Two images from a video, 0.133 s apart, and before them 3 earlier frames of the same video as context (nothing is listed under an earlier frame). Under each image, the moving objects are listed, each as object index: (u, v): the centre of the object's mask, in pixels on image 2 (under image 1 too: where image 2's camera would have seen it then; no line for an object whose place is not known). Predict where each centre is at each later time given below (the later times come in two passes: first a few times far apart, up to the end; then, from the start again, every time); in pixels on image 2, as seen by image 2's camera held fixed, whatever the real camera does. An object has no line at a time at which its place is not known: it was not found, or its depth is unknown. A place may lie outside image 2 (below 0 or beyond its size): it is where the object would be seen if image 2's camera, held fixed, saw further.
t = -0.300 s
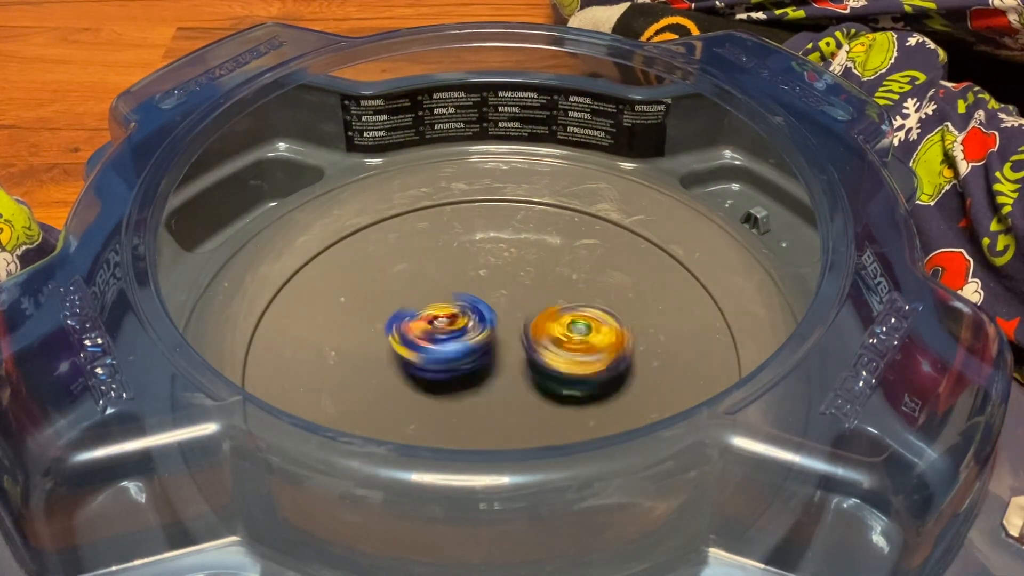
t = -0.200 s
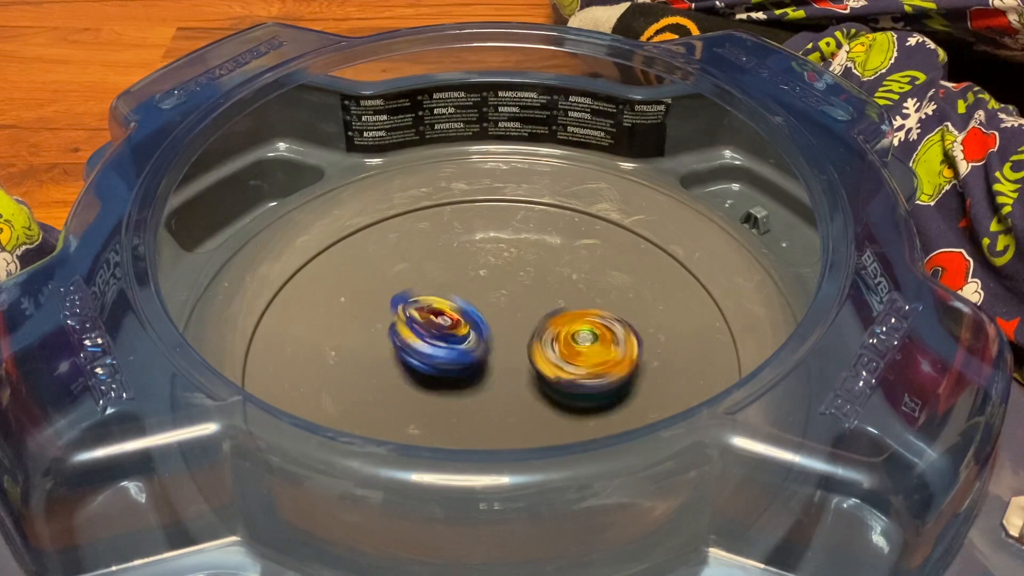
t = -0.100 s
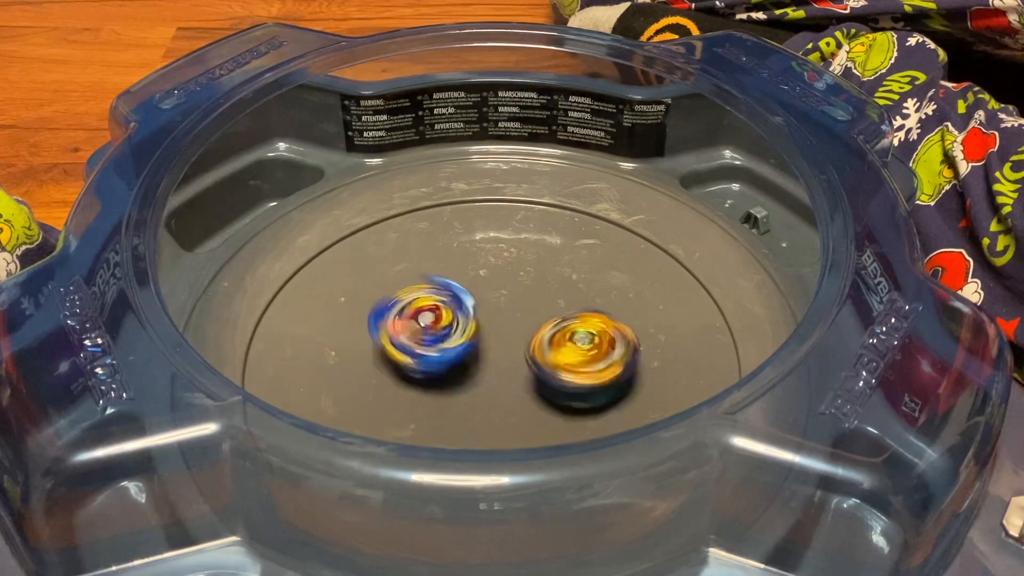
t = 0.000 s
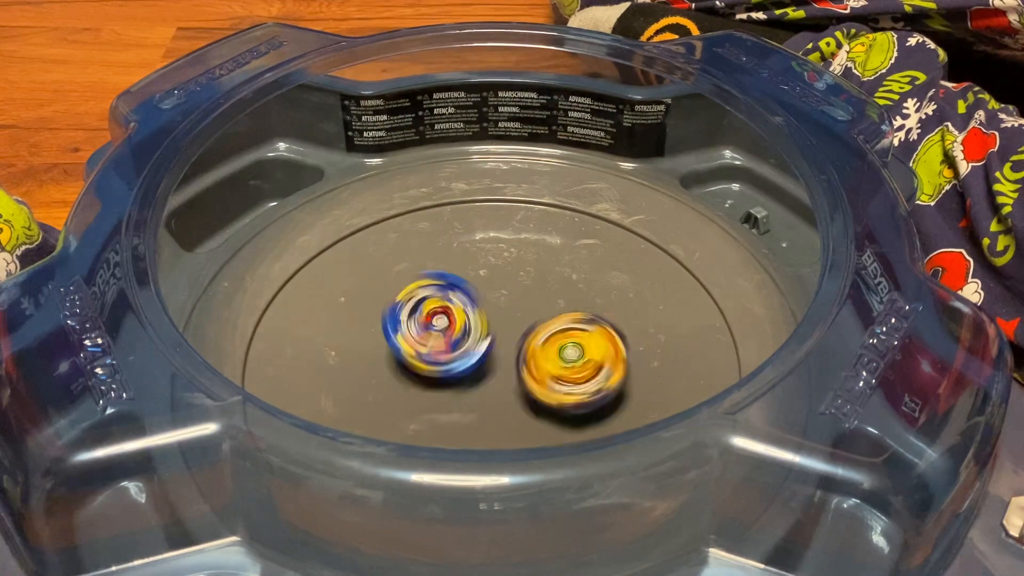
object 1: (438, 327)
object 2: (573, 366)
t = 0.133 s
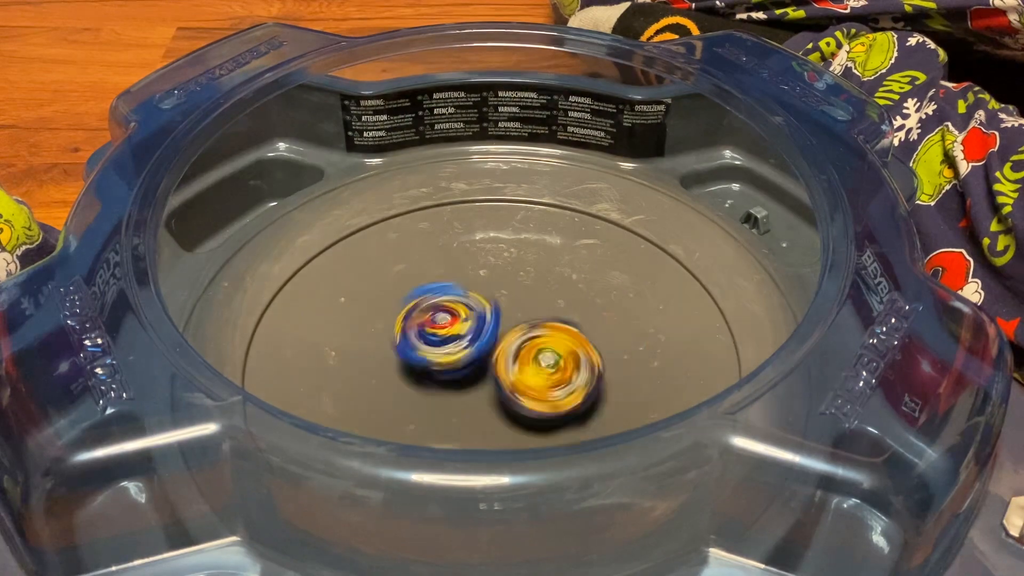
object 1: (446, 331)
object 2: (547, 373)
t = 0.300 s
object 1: (442, 334)
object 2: (536, 396)
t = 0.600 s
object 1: (452, 325)
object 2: (526, 390)
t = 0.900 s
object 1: (479, 312)
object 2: (527, 391)
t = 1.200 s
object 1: (481, 323)
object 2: (524, 405)
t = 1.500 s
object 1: (499, 310)
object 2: (512, 391)
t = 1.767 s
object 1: (499, 312)
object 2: (503, 393)
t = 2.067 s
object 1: (499, 312)
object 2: (502, 394)
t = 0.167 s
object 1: (445, 332)
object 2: (545, 378)
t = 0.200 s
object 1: (445, 332)
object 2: (545, 389)
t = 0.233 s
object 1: (446, 331)
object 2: (541, 391)
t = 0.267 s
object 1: (446, 333)
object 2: (538, 394)
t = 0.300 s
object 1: (442, 334)
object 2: (536, 396)
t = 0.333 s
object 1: (438, 333)
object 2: (534, 398)
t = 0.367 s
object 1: (436, 331)
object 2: (532, 398)
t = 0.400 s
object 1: (441, 332)
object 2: (530, 398)
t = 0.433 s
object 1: (446, 333)
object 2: (525, 398)
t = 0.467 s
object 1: (442, 329)
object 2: (524, 397)
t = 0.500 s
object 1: (441, 322)
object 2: (527, 395)
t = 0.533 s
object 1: (445, 321)
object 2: (529, 394)
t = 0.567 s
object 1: (448, 321)
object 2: (527, 392)
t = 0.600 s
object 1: (452, 325)
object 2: (526, 390)
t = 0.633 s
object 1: (449, 325)
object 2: (524, 390)
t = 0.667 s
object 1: (450, 318)
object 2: (526, 393)
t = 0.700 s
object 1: (454, 314)
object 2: (530, 394)
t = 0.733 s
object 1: (463, 313)
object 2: (534, 395)
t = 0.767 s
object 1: (470, 316)
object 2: (533, 397)
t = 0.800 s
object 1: (476, 316)
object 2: (530, 396)
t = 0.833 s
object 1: (478, 314)
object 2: (525, 393)
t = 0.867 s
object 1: (479, 310)
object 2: (525, 390)
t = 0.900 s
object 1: (479, 312)
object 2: (527, 391)
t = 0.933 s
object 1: (480, 312)
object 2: (528, 392)
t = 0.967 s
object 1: (481, 314)
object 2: (528, 394)
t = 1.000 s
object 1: (481, 315)
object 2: (527, 394)
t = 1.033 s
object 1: (483, 314)
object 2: (527, 395)
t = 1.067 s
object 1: (483, 313)
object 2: (530, 398)
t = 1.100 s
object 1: (480, 317)
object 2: (532, 401)
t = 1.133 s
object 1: (479, 318)
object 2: (531, 405)
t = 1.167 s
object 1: (480, 320)
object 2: (528, 405)
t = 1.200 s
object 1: (481, 323)
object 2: (524, 405)
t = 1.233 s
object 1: (484, 322)
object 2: (520, 403)
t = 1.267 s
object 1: (488, 320)
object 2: (518, 399)
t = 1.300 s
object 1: (490, 316)
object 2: (516, 395)
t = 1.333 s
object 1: (491, 314)
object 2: (517, 393)
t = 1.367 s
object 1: (493, 313)
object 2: (519, 393)
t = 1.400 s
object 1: (494, 313)
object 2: (517, 392)
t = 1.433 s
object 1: (495, 312)
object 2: (515, 391)
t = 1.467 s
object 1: (497, 311)
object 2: (513, 392)
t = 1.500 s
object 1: (499, 310)
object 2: (512, 391)
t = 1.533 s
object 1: (499, 311)
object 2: (510, 391)
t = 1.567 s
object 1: (499, 310)
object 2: (508, 391)
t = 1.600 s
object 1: (498, 311)
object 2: (506, 391)
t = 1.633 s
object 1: (499, 311)
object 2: (504, 392)
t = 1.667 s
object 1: (499, 311)
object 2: (504, 393)
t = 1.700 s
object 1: (499, 311)
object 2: (503, 393)
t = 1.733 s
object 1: (500, 311)
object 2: (503, 393)
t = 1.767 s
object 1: (499, 312)
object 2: (503, 393)
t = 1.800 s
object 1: (499, 312)
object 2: (502, 394)
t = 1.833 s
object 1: (499, 312)
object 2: (502, 394)
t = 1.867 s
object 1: (499, 312)
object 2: (502, 394)
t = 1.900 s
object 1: (499, 312)
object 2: (502, 394)
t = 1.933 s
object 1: (499, 312)
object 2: (502, 394)
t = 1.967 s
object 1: (499, 312)
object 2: (502, 394)
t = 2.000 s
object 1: (499, 312)
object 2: (502, 394)
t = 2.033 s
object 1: (499, 312)
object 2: (502, 394)
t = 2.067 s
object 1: (499, 312)
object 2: (502, 394)
